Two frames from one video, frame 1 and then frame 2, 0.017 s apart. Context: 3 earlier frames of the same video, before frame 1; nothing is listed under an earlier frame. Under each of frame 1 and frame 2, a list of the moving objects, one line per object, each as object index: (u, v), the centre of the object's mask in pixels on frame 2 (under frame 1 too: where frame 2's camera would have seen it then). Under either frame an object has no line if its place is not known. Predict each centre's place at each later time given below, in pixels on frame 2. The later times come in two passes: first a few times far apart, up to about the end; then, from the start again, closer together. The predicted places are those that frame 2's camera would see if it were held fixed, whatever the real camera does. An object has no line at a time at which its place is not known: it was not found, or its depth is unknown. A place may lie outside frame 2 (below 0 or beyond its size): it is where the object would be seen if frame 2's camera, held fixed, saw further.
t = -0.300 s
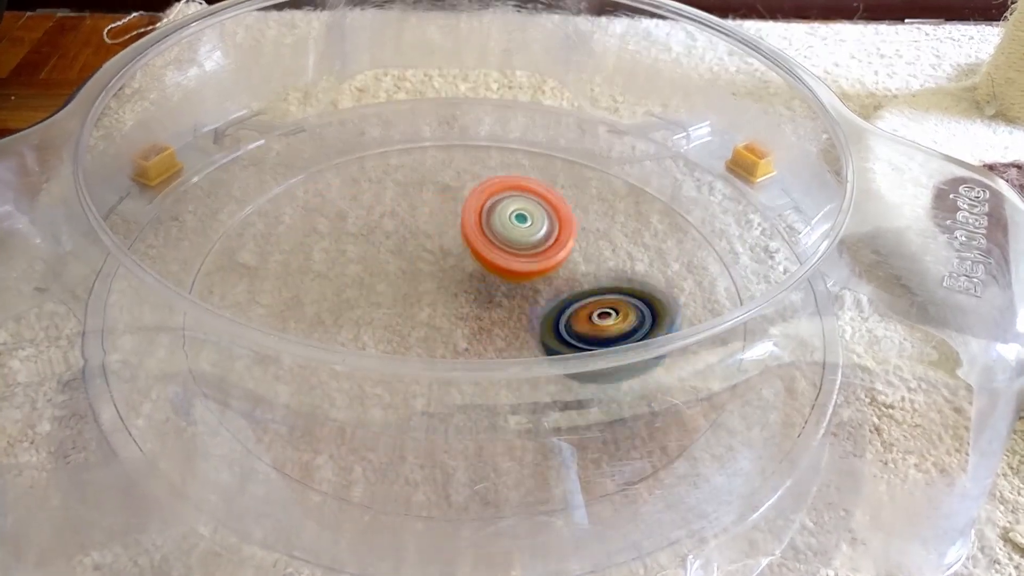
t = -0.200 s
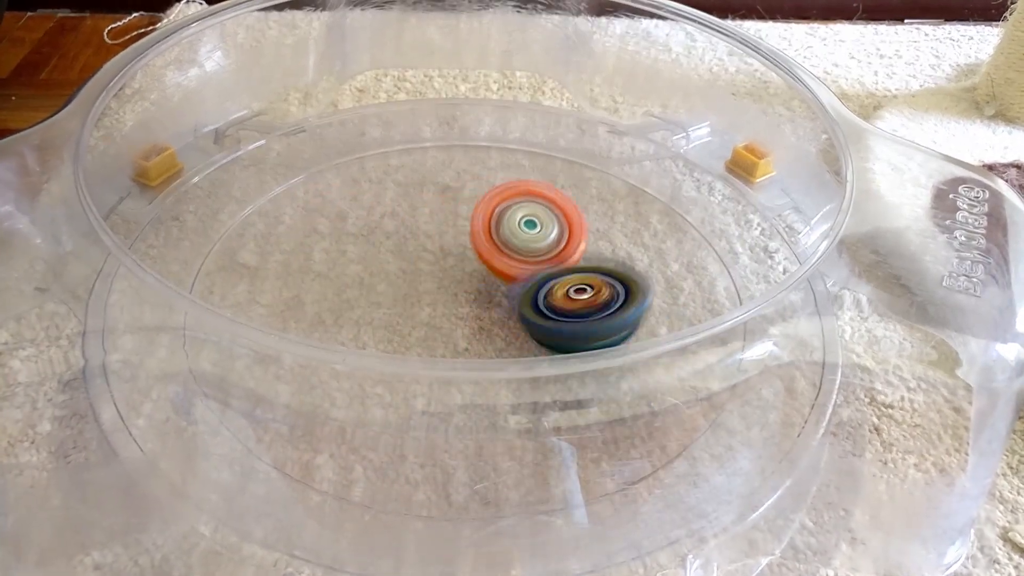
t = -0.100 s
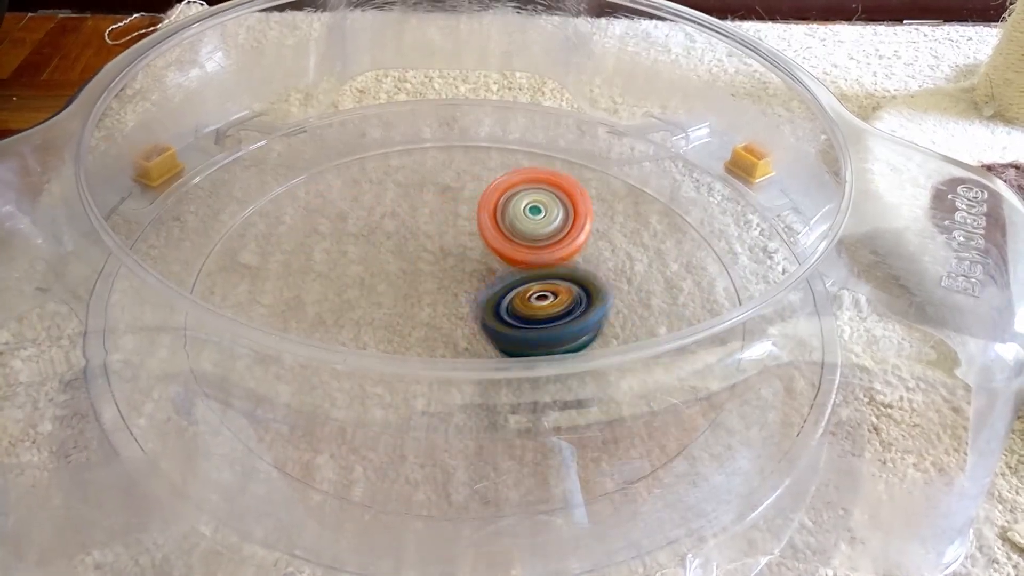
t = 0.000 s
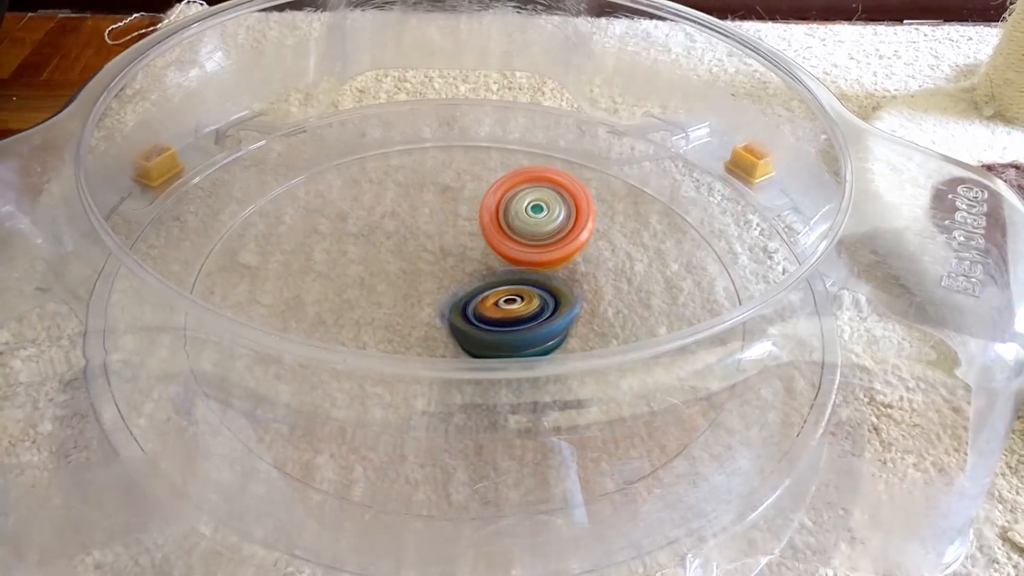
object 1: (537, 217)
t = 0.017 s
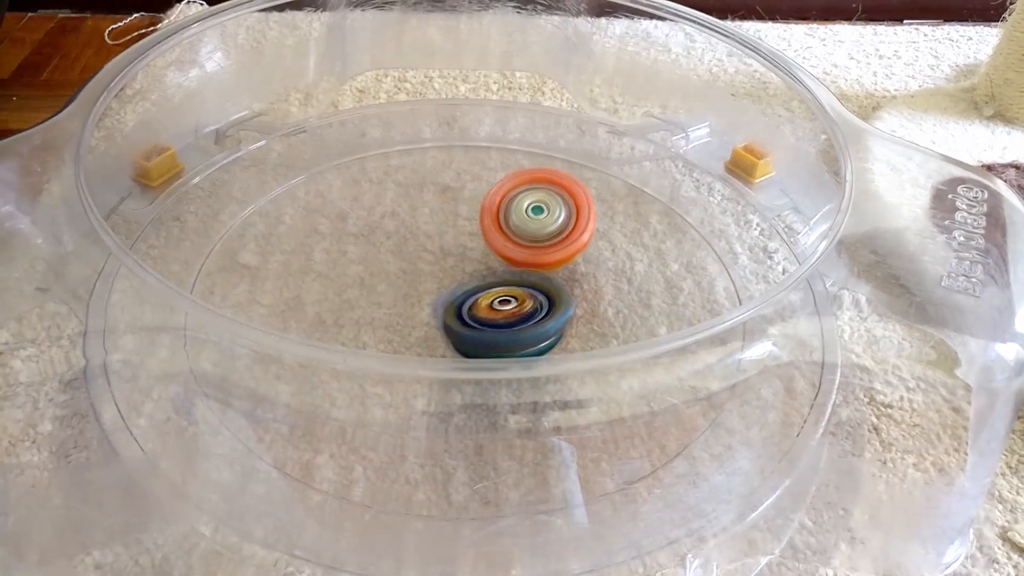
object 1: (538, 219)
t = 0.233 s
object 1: (529, 252)
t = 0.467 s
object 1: (553, 285)
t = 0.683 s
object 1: (577, 302)
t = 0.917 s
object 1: (542, 321)
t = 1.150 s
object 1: (539, 352)
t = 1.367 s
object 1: (500, 345)
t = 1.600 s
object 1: (441, 322)
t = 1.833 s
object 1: (451, 359)
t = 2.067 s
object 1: (452, 317)
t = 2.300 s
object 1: (453, 296)
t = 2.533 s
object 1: (408, 310)
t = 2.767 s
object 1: (427, 273)
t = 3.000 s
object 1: (463, 260)
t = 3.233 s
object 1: (457, 284)
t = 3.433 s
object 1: (446, 303)
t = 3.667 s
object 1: (399, 277)
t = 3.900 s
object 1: (436, 258)
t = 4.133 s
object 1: (486, 273)
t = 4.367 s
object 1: (489, 288)
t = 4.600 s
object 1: (488, 278)
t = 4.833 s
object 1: (490, 271)
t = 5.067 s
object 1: (579, 280)
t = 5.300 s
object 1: (531, 286)
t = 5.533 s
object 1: (552, 340)
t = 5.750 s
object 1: (520, 323)
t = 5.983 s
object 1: (453, 322)
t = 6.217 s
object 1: (416, 322)
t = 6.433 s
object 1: (449, 297)
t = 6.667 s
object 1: (444, 273)
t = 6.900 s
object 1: (459, 275)
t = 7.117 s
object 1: (475, 286)
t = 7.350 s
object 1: (478, 276)
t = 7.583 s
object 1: (485, 267)
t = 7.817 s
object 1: (478, 270)
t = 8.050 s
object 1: (498, 276)
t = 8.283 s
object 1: (507, 295)
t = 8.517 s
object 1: (493, 322)
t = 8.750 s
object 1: (447, 320)
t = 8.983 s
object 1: (420, 288)
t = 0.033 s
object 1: (538, 219)
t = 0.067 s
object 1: (537, 224)
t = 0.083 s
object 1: (537, 225)
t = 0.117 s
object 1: (535, 231)
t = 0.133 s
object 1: (535, 233)
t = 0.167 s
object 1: (534, 239)
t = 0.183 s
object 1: (532, 242)
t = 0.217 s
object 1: (530, 249)
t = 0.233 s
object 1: (529, 252)
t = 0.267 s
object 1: (527, 259)
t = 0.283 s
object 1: (526, 263)
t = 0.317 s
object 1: (524, 269)
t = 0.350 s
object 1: (523, 276)
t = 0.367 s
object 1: (523, 278)
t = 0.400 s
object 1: (526, 284)
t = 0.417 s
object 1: (534, 285)
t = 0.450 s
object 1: (547, 284)
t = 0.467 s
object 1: (553, 285)
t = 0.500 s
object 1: (560, 286)
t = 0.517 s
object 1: (564, 286)
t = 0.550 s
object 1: (569, 289)
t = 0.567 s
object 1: (571, 291)
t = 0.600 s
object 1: (575, 294)
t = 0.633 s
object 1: (577, 297)
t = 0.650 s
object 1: (578, 299)
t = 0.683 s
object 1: (577, 302)
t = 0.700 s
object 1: (577, 304)
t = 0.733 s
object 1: (573, 307)
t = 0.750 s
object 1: (573, 308)
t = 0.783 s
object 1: (568, 310)
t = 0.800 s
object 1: (566, 312)
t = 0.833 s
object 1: (560, 315)
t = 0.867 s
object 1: (554, 317)
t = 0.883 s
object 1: (549, 319)
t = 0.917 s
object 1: (542, 321)
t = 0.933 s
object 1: (538, 323)
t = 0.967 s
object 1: (532, 325)
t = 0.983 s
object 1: (535, 326)
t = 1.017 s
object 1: (540, 328)
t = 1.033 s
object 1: (543, 339)
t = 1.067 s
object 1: (545, 344)
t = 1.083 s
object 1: (545, 345)
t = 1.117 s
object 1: (542, 349)
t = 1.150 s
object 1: (539, 352)
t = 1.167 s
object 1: (536, 352)
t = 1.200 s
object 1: (533, 353)
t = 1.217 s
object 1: (530, 353)
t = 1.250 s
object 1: (526, 353)
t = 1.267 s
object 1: (523, 352)
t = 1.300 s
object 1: (517, 351)
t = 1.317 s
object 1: (512, 349)
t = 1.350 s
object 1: (505, 347)
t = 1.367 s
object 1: (500, 345)
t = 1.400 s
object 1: (493, 342)
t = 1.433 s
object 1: (483, 331)
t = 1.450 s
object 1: (479, 331)
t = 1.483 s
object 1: (469, 329)
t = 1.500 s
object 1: (466, 328)
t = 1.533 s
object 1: (457, 326)
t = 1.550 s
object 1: (454, 325)
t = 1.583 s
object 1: (445, 323)
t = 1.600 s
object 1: (441, 322)
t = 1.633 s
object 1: (437, 322)
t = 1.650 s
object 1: (438, 325)
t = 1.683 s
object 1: (442, 343)
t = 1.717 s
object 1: (444, 351)
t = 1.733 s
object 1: (447, 357)
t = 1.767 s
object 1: (447, 359)
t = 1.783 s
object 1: (450, 359)
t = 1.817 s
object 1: (450, 360)
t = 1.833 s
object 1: (451, 359)
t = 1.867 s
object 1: (451, 358)
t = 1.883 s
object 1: (451, 356)
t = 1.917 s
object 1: (450, 350)
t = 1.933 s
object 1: (451, 345)
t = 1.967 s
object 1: (450, 339)
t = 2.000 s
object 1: (450, 325)
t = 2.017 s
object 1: (451, 323)
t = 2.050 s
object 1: (451, 319)
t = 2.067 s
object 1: (452, 317)
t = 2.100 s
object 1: (453, 314)
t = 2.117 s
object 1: (453, 312)
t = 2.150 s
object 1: (454, 309)
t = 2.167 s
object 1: (454, 306)
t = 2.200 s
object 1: (455, 302)
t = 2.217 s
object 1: (454, 301)
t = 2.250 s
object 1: (455, 298)
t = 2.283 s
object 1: (455, 297)
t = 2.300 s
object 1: (453, 296)
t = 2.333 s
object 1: (446, 304)
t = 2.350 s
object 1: (442, 306)
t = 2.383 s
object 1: (436, 309)
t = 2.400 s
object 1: (432, 311)
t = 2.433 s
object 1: (425, 313)
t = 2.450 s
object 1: (423, 313)
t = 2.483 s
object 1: (415, 312)
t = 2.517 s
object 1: (410, 311)
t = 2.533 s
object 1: (408, 310)
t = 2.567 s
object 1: (405, 306)
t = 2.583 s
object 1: (404, 305)
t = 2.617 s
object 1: (404, 300)
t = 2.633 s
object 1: (406, 297)
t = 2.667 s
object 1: (409, 290)
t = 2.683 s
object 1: (411, 287)
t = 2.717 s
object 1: (417, 280)
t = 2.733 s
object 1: (420, 278)
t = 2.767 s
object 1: (427, 273)
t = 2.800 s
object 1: (437, 268)
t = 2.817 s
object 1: (440, 267)
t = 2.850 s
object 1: (449, 263)
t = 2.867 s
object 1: (454, 262)
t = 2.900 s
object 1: (462, 260)
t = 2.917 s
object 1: (462, 260)
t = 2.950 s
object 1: (461, 259)
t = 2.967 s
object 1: (461, 259)
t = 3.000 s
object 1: (463, 260)
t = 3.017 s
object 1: (463, 261)
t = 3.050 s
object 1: (466, 265)
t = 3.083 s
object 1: (468, 268)
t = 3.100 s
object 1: (466, 269)
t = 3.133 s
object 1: (463, 273)
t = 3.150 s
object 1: (461, 274)
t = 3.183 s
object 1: (459, 277)
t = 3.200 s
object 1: (459, 280)
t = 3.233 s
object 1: (457, 284)
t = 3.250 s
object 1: (457, 287)
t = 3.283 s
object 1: (456, 290)
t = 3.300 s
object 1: (454, 291)
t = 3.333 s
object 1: (454, 295)
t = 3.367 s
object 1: (453, 298)
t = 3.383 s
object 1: (450, 299)
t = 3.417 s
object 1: (448, 301)
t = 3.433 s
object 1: (446, 303)
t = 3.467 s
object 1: (442, 303)
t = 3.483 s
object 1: (441, 303)
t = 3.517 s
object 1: (426, 299)
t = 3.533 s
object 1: (420, 296)
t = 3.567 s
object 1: (411, 290)
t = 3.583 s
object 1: (407, 289)
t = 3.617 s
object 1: (402, 283)
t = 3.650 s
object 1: (399, 279)
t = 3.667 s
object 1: (399, 277)
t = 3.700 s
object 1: (399, 272)
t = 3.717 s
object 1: (401, 270)
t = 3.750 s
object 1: (404, 266)
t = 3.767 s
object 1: (406, 265)
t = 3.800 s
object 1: (412, 262)
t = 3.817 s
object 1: (415, 261)
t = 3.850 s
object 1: (423, 259)
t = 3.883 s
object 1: (431, 258)
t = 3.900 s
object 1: (436, 258)
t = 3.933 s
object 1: (445, 258)
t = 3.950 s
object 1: (449, 258)
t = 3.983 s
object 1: (458, 259)
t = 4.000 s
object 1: (462, 261)
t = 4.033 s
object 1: (470, 263)
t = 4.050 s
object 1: (474, 265)
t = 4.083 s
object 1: (480, 268)
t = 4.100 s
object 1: (482, 270)
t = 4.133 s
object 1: (486, 273)
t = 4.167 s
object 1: (489, 277)
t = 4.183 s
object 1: (490, 279)
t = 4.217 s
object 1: (490, 282)
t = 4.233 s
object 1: (491, 283)
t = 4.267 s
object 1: (490, 286)
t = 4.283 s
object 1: (489, 286)
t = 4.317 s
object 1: (490, 287)
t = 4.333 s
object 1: (490, 288)
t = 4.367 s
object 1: (489, 288)
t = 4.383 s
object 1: (488, 287)
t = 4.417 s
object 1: (485, 287)
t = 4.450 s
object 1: (482, 286)
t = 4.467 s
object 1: (478, 287)
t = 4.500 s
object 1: (480, 285)
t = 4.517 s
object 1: (483, 283)
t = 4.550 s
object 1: (485, 281)
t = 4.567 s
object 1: (486, 280)
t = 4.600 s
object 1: (488, 278)
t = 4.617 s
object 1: (489, 277)
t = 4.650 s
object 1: (490, 275)
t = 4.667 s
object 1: (490, 275)
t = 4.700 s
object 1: (491, 273)
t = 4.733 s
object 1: (491, 272)
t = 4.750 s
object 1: (490, 272)
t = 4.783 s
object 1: (490, 272)
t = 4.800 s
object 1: (490, 272)
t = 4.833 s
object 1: (490, 271)
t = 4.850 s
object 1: (488, 271)
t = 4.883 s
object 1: (505, 273)
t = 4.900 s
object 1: (520, 274)
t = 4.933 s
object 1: (542, 276)
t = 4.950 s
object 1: (550, 277)
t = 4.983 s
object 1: (564, 278)
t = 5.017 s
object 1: (573, 279)
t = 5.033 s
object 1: (577, 279)
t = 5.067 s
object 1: (579, 280)
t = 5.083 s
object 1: (579, 281)
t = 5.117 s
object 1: (577, 282)
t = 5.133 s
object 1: (574, 282)
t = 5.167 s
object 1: (569, 283)
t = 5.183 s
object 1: (565, 284)
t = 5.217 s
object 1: (556, 285)
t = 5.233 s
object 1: (551, 285)
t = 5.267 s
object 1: (541, 286)
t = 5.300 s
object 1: (531, 286)
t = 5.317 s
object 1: (526, 286)
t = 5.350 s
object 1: (517, 285)
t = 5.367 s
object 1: (511, 285)
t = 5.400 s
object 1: (524, 304)
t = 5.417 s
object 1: (531, 310)
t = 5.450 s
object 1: (542, 318)
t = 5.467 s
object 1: (546, 321)
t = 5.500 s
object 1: (550, 325)
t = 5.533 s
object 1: (552, 340)
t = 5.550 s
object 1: (551, 341)
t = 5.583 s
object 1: (548, 342)
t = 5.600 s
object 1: (546, 341)
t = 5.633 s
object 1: (541, 329)
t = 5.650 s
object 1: (539, 329)
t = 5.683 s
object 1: (533, 327)
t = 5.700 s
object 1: (530, 327)
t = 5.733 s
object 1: (523, 325)
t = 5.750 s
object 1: (520, 323)
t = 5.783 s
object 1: (515, 321)
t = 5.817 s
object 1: (510, 319)
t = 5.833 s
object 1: (506, 315)
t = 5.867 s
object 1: (498, 312)
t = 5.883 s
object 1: (494, 311)
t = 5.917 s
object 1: (486, 307)
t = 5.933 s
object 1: (480, 314)
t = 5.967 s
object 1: (463, 317)
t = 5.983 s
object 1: (453, 322)
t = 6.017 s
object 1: (438, 327)
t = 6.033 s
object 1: (432, 327)
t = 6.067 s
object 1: (423, 327)
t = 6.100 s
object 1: (417, 327)
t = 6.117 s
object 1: (415, 326)
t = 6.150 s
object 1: (413, 325)
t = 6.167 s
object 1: (414, 325)
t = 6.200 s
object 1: (415, 323)
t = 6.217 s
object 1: (416, 322)
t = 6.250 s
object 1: (422, 320)
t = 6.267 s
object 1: (423, 318)
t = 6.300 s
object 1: (427, 316)
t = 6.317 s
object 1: (430, 313)
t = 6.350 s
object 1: (435, 310)
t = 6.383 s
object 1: (441, 306)
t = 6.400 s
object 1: (443, 303)
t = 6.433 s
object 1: (449, 297)
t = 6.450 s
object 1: (452, 293)
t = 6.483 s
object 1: (457, 286)
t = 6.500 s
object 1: (461, 284)
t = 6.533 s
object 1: (453, 281)
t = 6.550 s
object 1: (448, 280)
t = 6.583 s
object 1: (445, 278)
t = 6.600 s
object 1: (444, 276)
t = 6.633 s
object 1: (443, 274)
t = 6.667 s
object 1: (444, 273)
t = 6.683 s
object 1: (444, 273)
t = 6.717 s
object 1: (446, 272)
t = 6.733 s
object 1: (446, 272)
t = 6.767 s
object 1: (449, 273)
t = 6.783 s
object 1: (449, 272)
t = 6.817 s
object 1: (452, 273)
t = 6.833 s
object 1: (454, 273)
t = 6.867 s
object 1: (456, 274)
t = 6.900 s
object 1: (459, 275)
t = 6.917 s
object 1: (461, 275)
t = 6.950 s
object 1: (463, 277)
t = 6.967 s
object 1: (466, 278)
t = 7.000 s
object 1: (468, 280)
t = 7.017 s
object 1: (469, 280)
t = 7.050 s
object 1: (472, 282)
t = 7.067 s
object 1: (472, 283)
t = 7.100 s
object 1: (474, 285)
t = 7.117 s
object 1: (475, 286)
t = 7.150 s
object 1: (476, 285)
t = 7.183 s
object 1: (477, 284)
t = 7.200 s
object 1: (477, 282)
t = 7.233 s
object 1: (478, 281)
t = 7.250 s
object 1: (478, 280)
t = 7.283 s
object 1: (479, 277)
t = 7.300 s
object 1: (478, 277)
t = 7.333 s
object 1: (479, 276)
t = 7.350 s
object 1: (478, 276)
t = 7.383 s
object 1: (480, 273)
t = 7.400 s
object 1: (480, 272)
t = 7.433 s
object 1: (480, 271)
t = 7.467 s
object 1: (480, 270)
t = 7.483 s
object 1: (480, 270)
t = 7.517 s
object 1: (483, 269)
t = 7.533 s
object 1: (483, 268)
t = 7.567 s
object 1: (485, 267)
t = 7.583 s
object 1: (485, 267)
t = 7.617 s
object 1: (486, 267)
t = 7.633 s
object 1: (486, 267)
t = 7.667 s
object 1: (485, 267)
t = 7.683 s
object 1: (486, 268)
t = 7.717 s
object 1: (483, 268)
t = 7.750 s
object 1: (482, 270)
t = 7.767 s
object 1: (480, 269)
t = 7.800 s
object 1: (479, 271)
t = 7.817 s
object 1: (478, 270)
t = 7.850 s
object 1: (476, 271)
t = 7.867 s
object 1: (476, 271)
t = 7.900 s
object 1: (477, 271)
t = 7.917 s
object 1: (479, 272)
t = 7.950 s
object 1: (481, 272)
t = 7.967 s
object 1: (483, 273)
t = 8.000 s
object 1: (485, 273)
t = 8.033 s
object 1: (494, 276)
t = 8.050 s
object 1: (498, 276)
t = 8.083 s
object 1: (502, 279)
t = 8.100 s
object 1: (504, 279)
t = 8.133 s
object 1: (505, 282)
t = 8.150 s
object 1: (506, 282)
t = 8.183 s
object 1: (505, 284)
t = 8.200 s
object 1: (506, 284)
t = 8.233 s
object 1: (504, 286)
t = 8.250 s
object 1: (504, 286)
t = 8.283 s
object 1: (507, 295)
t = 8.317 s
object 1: (511, 302)
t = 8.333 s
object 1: (510, 305)
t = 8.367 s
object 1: (511, 309)
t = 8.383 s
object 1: (508, 311)
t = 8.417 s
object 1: (507, 315)
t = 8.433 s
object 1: (504, 317)
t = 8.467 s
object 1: (501, 319)
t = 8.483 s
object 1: (497, 320)
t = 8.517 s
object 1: (493, 322)
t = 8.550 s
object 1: (486, 324)
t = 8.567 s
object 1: (484, 324)
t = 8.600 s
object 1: (476, 325)
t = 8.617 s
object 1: (473, 325)
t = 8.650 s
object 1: (466, 324)
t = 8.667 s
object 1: (462, 324)
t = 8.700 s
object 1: (456, 323)
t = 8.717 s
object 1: (451, 322)
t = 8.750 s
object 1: (447, 320)
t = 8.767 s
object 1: (442, 319)
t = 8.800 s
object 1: (438, 316)
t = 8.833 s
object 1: (431, 312)
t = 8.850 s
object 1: (430, 310)
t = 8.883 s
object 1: (425, 305)
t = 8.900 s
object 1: (424, 302)
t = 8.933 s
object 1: (422, 296)
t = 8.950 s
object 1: (420, 293)
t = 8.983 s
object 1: (420, 288)
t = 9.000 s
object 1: (419, 284)
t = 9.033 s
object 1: (421, 279)
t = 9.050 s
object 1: (421, 275)
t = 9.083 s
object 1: (424, 271)
